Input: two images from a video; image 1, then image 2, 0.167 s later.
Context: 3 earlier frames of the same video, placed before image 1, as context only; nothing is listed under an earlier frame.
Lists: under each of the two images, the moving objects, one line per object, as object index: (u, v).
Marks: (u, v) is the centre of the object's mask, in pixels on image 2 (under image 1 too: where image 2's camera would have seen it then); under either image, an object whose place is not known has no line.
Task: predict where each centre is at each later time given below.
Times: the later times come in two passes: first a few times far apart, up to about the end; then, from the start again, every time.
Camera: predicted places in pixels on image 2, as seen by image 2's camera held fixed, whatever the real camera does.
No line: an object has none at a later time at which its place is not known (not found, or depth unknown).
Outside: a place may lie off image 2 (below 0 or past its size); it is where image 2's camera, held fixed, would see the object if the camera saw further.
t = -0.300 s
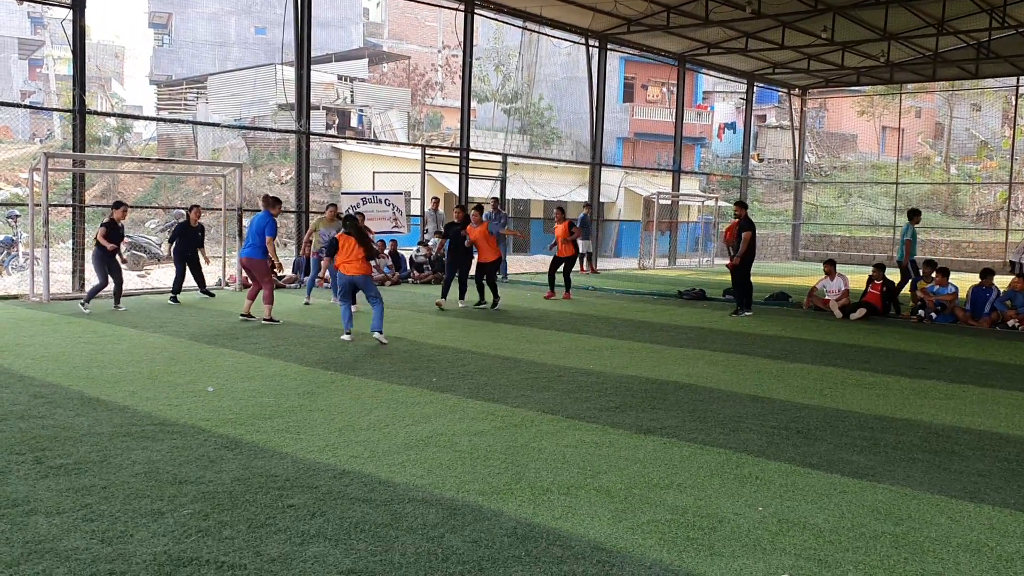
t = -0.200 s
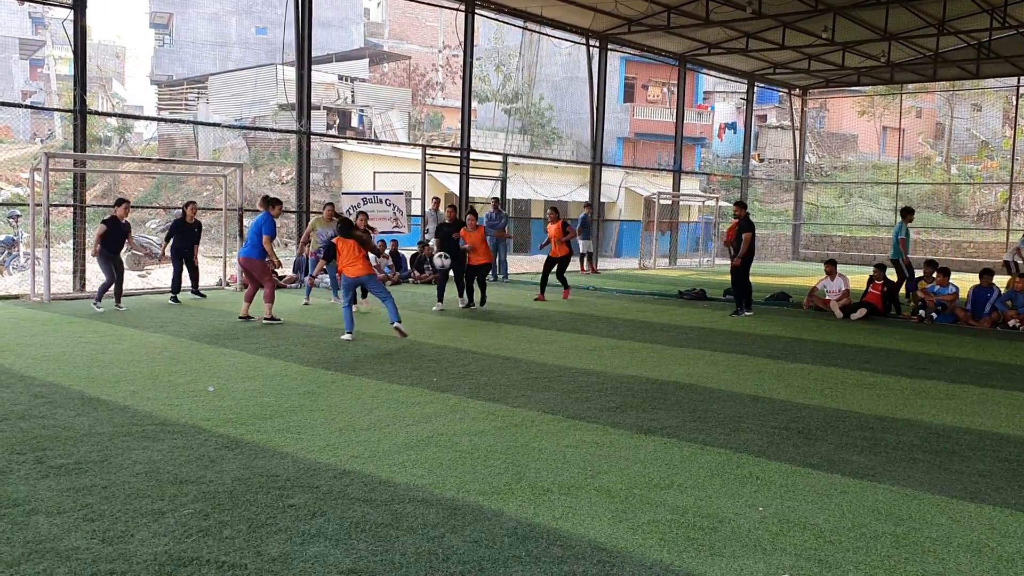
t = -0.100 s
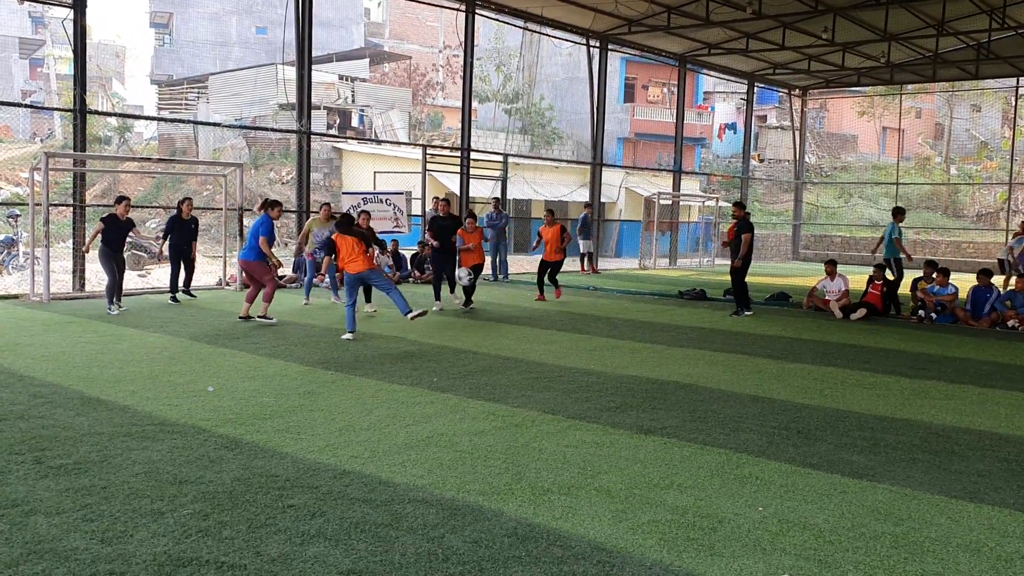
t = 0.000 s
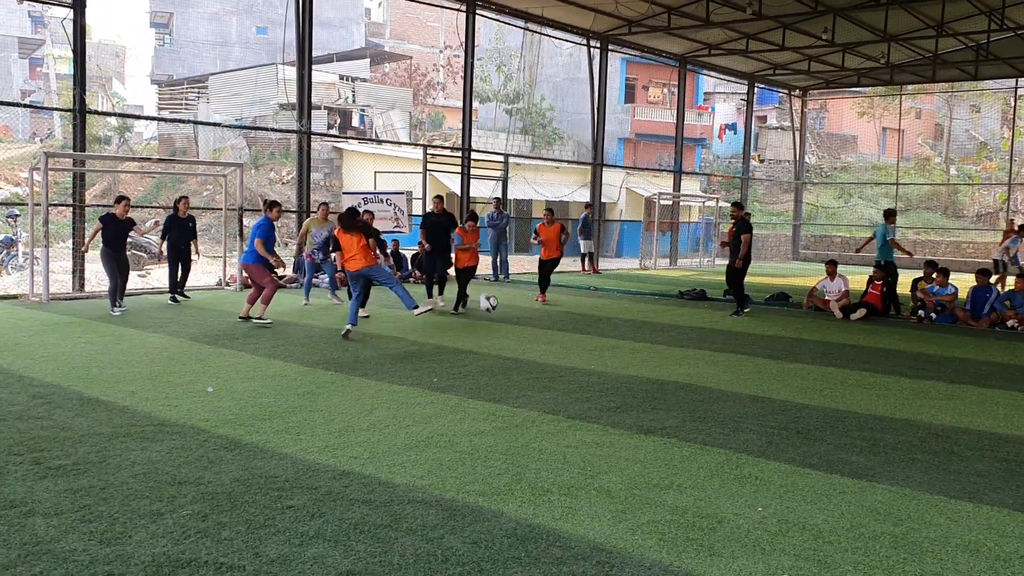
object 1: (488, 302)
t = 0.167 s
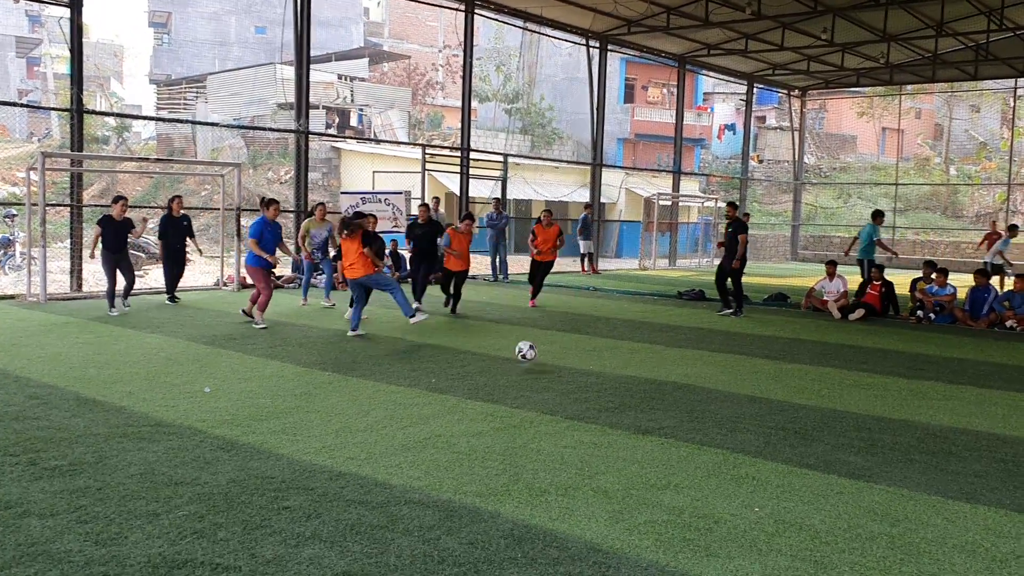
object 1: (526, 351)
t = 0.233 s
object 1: (531, 342)
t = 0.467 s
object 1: (549, 344)
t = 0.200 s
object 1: (528, 346)
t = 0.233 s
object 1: (531, 342)
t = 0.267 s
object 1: (533, 338)
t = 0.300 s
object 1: (536, 337)
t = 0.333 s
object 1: (539, 336)
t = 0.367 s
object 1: (541, 336)
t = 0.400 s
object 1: (543, 338)
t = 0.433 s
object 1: (546, 340)
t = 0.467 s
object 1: (549, 344)
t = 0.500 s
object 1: (551, 350)
